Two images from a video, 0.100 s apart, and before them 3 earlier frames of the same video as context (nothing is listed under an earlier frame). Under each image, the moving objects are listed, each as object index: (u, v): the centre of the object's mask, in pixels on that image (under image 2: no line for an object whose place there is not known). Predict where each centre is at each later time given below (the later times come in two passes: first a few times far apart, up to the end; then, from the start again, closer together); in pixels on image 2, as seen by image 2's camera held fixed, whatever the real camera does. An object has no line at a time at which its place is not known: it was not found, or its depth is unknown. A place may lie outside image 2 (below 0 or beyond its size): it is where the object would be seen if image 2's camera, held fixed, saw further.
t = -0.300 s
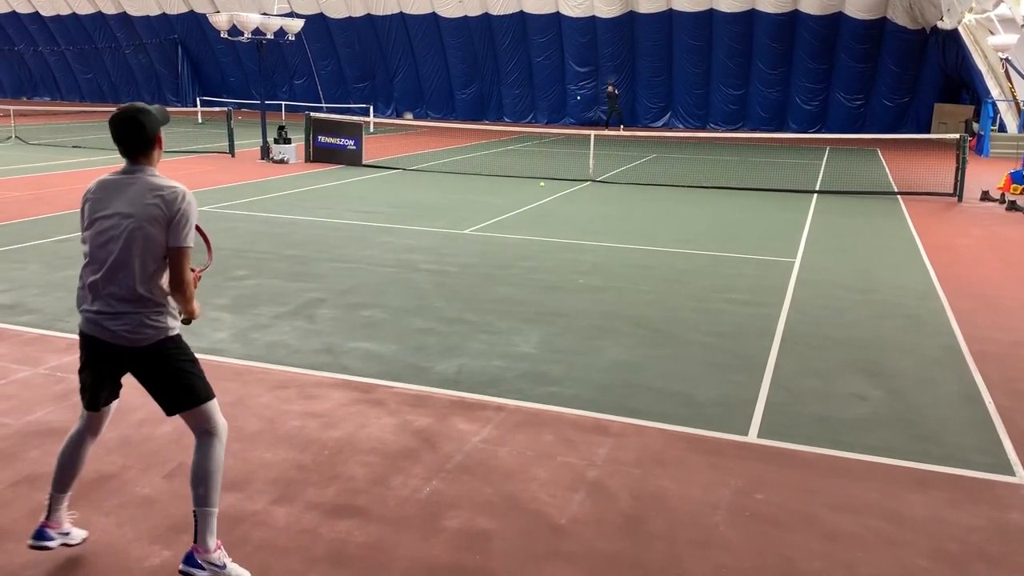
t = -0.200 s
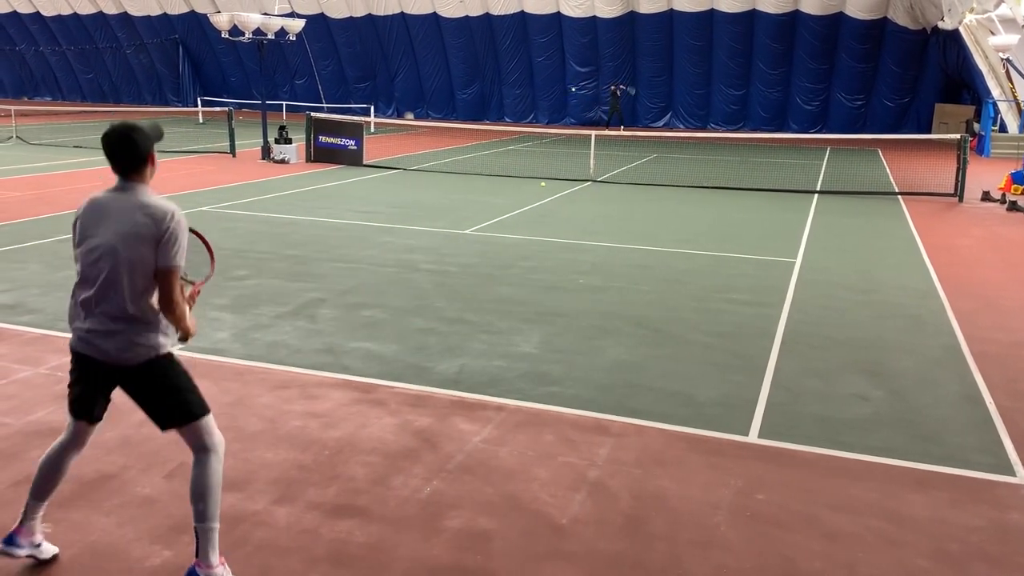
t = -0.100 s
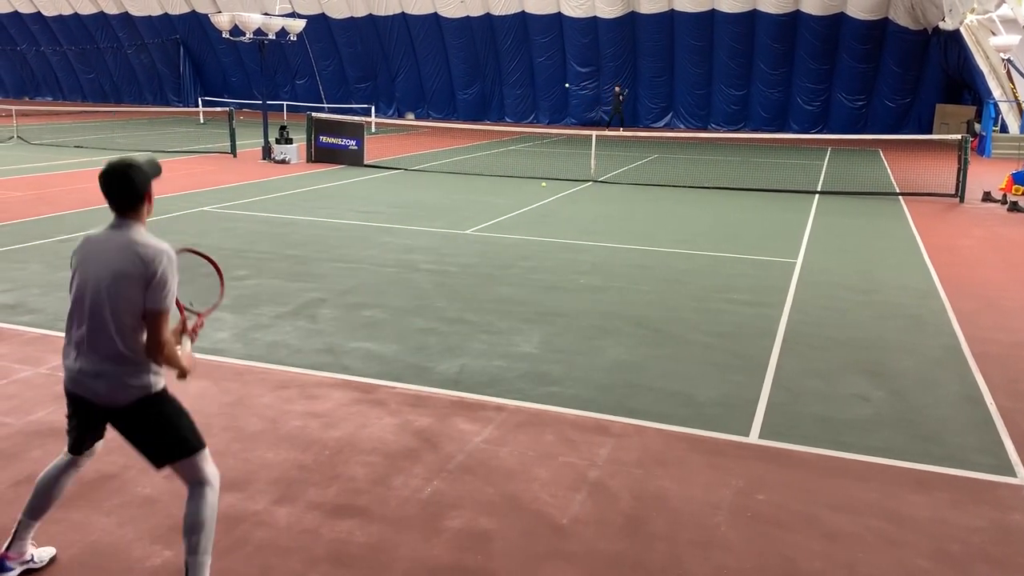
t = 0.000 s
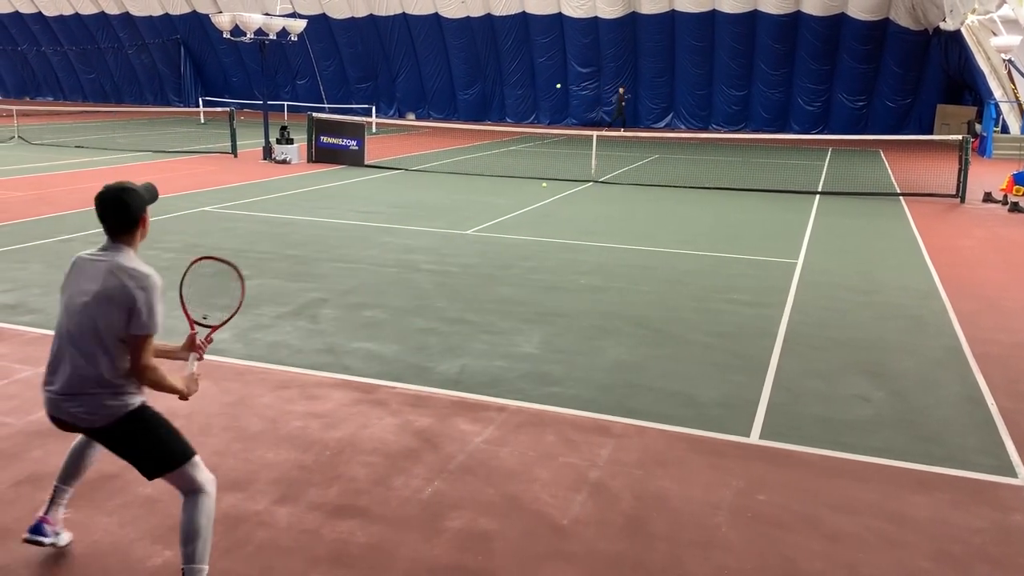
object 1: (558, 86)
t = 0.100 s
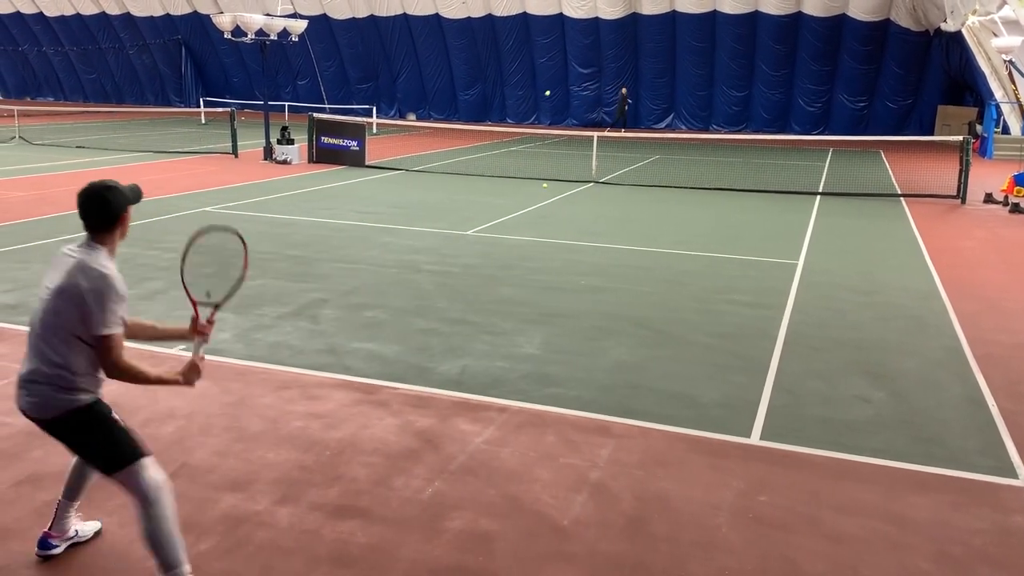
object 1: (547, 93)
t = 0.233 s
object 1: (527, 115)
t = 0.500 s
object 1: (457, 242)
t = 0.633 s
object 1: (415, 259)
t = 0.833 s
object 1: (326, 255)
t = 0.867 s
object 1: (304, 262)
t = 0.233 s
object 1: (527, 115)
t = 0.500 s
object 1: (457, 242)
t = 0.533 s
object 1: (444, 270)
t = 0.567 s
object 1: (434, 270)
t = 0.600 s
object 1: (425, 264)
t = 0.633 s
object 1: (415, 259)
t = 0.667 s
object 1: (404, 254)
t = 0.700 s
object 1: (392, 251)
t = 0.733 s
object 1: (378, 249)
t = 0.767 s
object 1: (363, 249)
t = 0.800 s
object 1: (345, 251)
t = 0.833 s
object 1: (326, 255)
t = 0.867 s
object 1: (304, 262)
